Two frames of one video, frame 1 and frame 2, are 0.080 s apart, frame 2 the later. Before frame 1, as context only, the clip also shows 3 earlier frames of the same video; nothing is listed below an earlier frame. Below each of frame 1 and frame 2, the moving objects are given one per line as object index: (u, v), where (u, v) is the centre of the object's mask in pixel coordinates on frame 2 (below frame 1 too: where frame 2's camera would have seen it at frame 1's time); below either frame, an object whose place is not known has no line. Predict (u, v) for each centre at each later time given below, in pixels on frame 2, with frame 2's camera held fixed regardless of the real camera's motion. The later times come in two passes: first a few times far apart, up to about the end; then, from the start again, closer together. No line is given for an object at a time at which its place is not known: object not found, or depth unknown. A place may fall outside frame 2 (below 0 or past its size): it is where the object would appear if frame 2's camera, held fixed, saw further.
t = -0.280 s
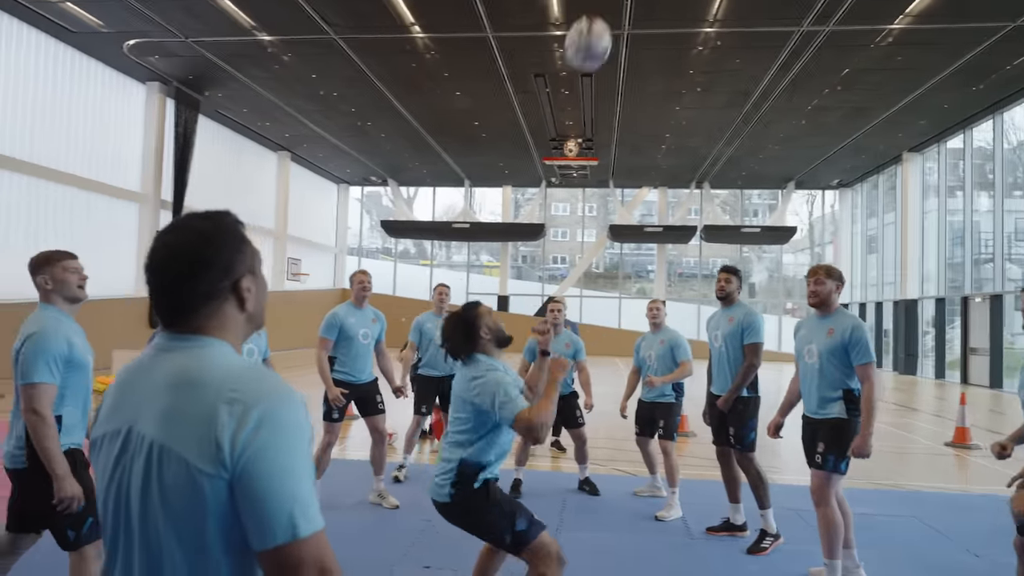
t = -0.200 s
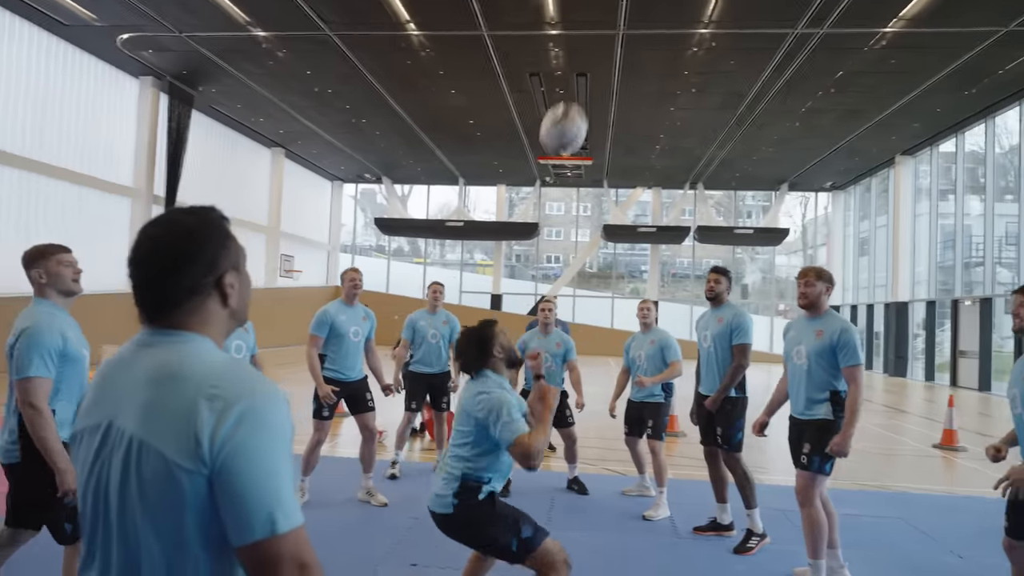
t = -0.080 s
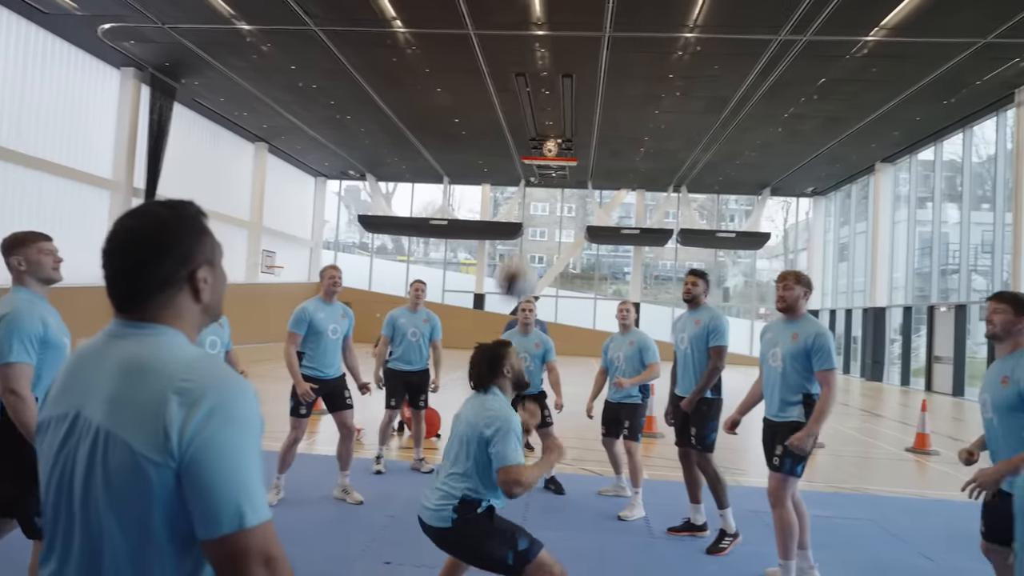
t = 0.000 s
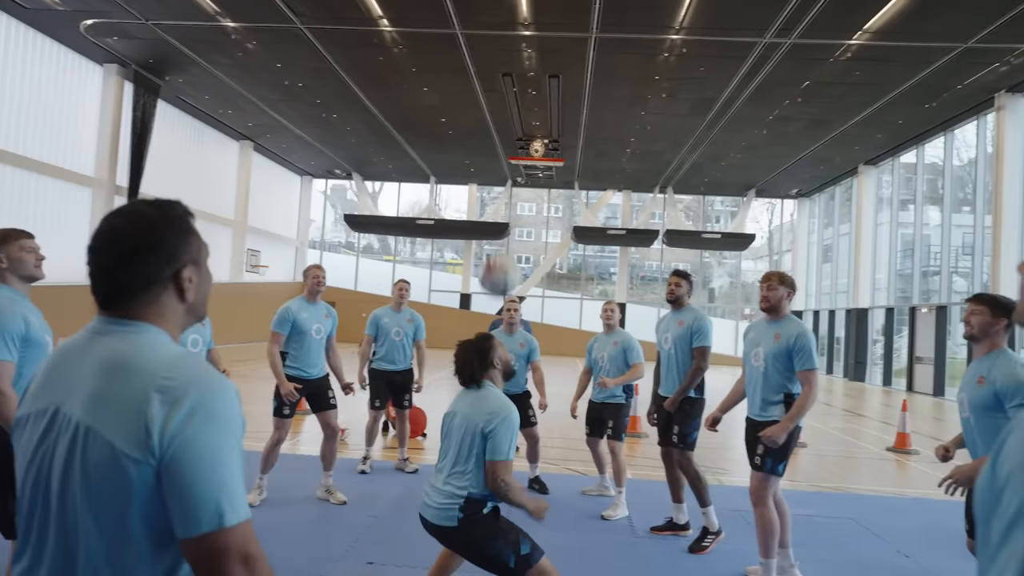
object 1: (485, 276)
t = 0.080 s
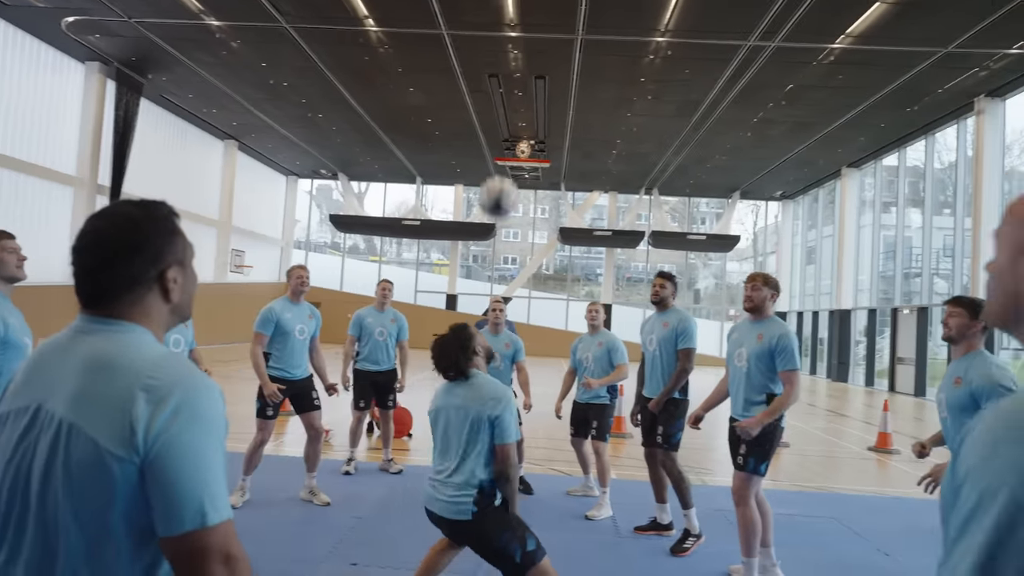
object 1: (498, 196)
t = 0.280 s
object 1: (525, 72)
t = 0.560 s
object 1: (557, 27)
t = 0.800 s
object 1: (578, 80)
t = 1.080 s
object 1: (596, 232)
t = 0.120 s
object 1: (504, 165)
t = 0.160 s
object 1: (509, 136)
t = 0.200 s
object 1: (515, 113)
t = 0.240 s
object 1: (520, 91)
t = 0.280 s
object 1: (525, 72)
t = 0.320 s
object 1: (531, 58)
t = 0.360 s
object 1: (536, 46)
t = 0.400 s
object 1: (540, 37)
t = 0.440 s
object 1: (545, 30)
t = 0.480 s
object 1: (549, 27)
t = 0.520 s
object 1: (553, 25)
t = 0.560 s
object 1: (557, 27)
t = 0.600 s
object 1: (561, 30)
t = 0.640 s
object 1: (565, 36)
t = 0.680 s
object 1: (568, 44)
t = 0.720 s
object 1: (572, 54)
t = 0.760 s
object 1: (575, 66)
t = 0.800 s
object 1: (578, 80)
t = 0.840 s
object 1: (580, 96)
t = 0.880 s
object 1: (583, 114)
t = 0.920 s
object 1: (586, 134)
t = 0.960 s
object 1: (589, 155)
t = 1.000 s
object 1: (591, 177)
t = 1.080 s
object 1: (596, 232)
